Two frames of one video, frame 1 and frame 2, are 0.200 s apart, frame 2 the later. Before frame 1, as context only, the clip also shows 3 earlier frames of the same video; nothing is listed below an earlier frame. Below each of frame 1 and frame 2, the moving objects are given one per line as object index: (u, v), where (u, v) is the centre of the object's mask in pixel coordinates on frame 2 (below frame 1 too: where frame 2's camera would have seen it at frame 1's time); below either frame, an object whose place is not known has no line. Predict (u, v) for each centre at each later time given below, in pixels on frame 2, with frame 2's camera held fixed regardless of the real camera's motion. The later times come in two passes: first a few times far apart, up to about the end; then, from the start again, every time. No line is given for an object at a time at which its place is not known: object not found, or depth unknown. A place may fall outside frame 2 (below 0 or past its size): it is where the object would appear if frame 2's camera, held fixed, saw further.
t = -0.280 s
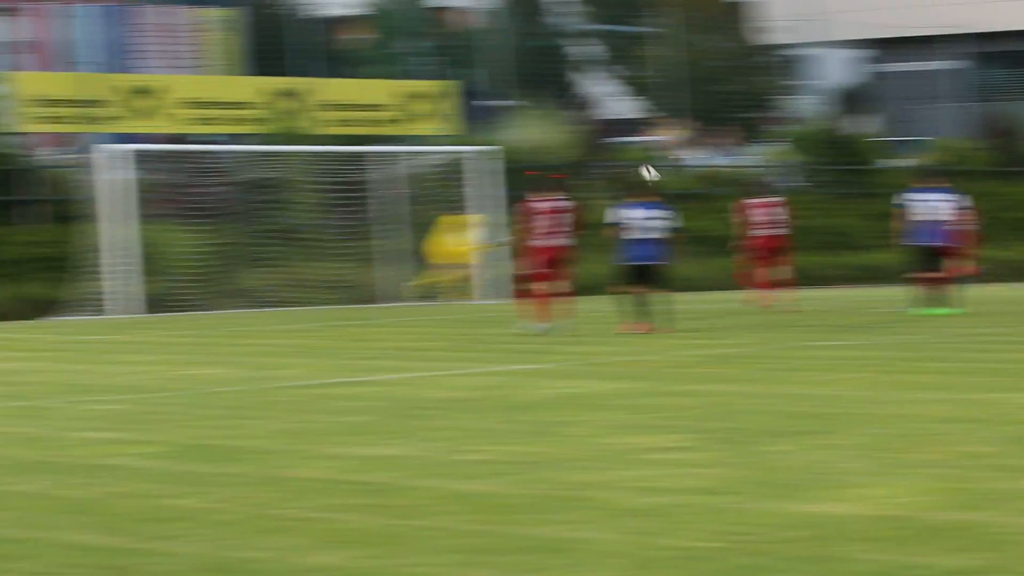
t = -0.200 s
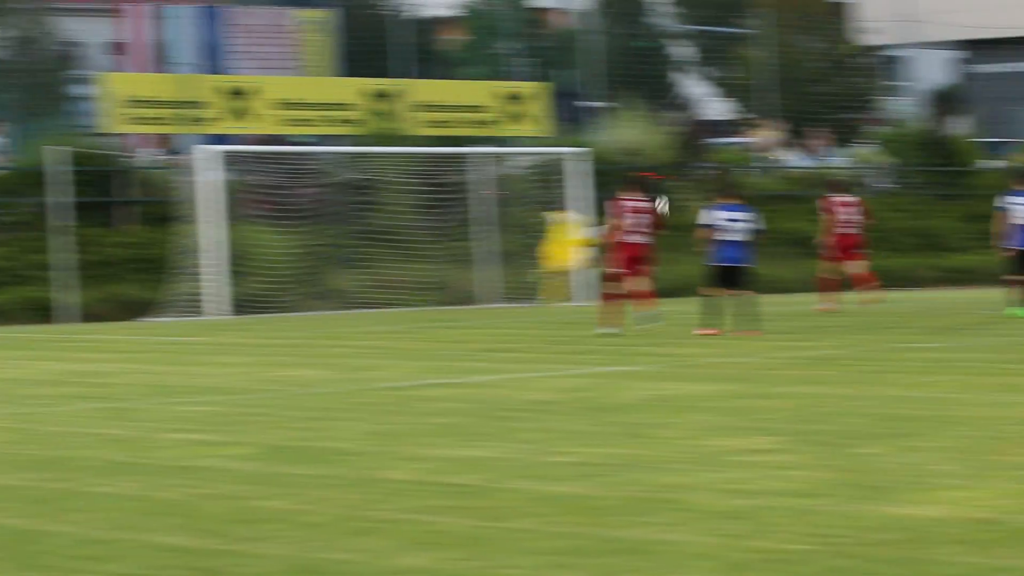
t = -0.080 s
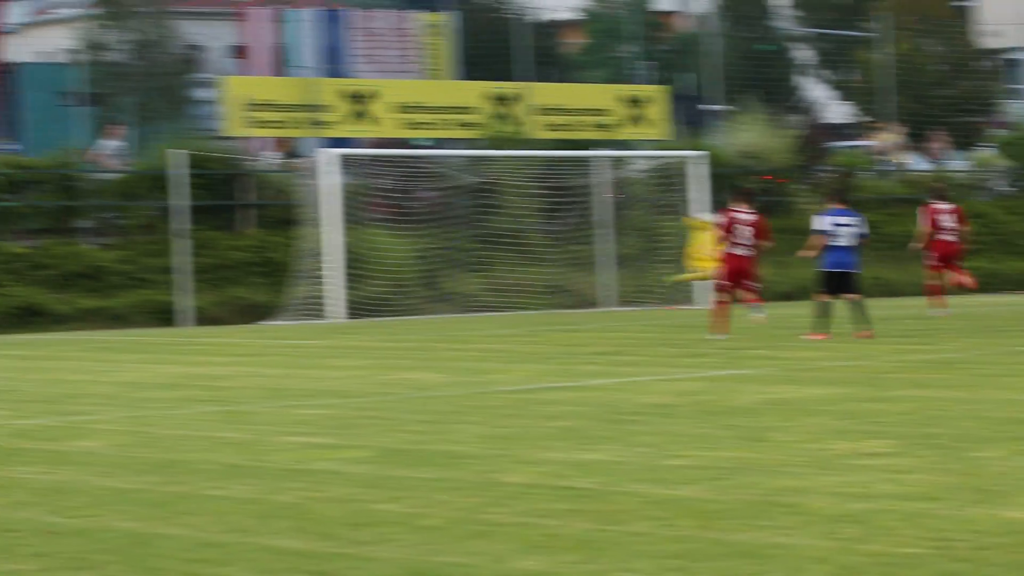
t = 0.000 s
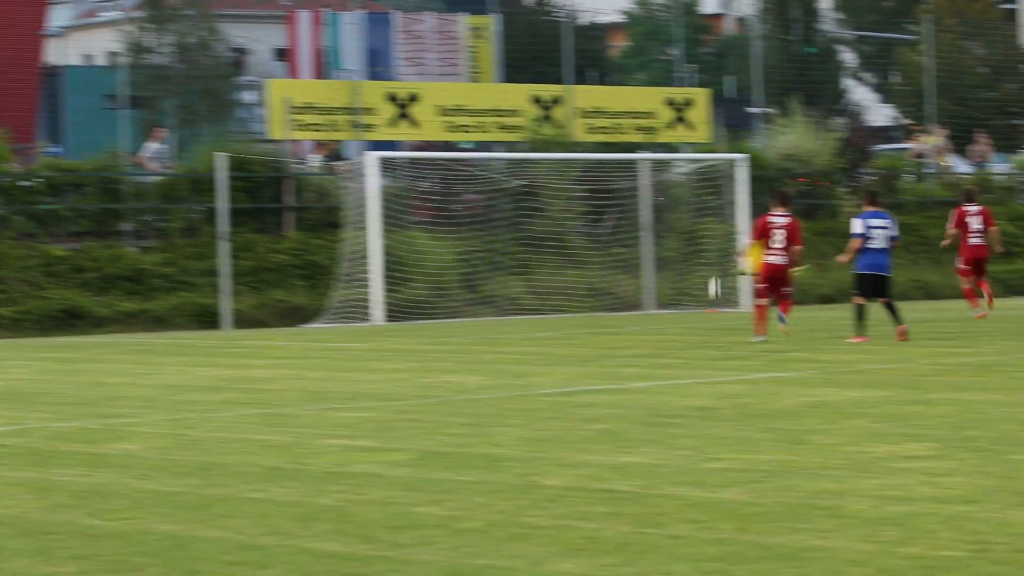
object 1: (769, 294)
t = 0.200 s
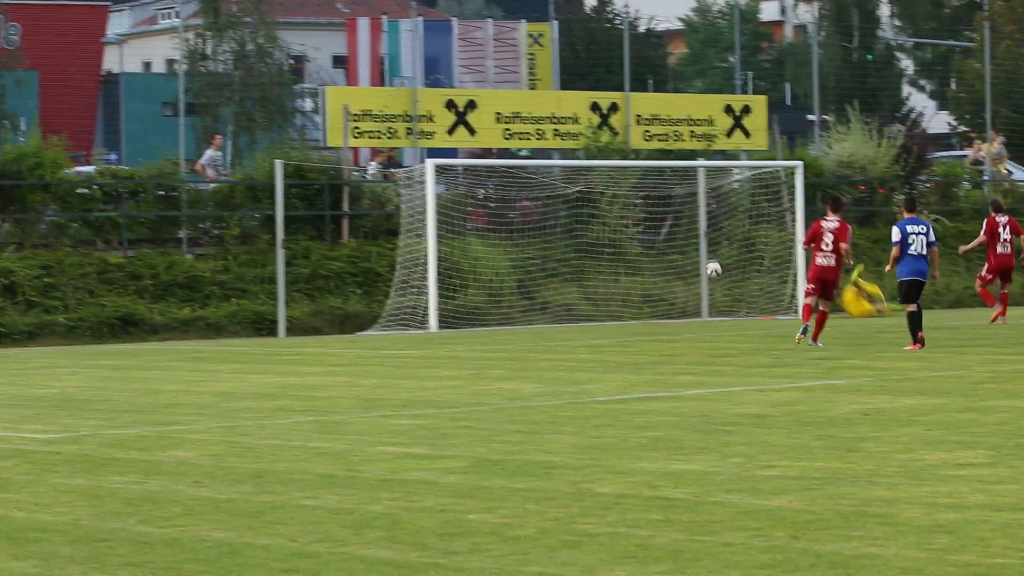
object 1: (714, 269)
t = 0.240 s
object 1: (703, 258)
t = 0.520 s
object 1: (637, 218)
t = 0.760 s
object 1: (581, 225)
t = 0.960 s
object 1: (535, 262)
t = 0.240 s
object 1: (703, 258)
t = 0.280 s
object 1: (693, 249)
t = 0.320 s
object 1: (685, 241)
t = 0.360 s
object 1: (675, 234)
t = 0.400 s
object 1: (665, 229)
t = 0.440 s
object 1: (656, 224)
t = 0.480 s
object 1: (647, 220)
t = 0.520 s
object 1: (637, 218)
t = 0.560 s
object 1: (628, 216)
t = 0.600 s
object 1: (618, 216)
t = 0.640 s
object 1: (609, 216)
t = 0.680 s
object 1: (600, 218)
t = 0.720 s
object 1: (590, 220)
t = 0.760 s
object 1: (581, 225)
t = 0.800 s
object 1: (572, 230)
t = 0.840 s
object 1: (562, 236)
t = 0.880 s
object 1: (553, 243)
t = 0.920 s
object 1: (544, 252)
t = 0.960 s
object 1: (535, 262)
